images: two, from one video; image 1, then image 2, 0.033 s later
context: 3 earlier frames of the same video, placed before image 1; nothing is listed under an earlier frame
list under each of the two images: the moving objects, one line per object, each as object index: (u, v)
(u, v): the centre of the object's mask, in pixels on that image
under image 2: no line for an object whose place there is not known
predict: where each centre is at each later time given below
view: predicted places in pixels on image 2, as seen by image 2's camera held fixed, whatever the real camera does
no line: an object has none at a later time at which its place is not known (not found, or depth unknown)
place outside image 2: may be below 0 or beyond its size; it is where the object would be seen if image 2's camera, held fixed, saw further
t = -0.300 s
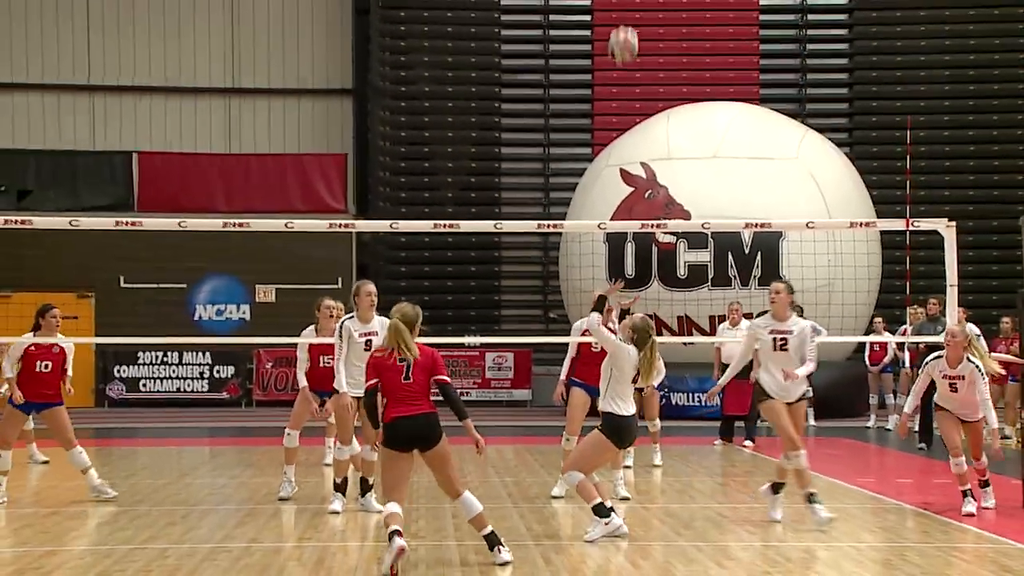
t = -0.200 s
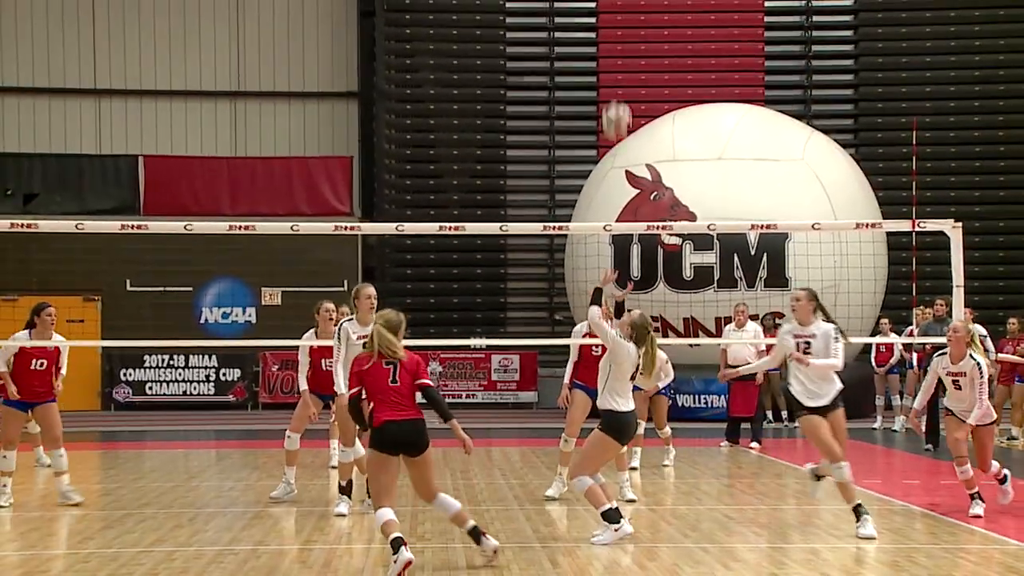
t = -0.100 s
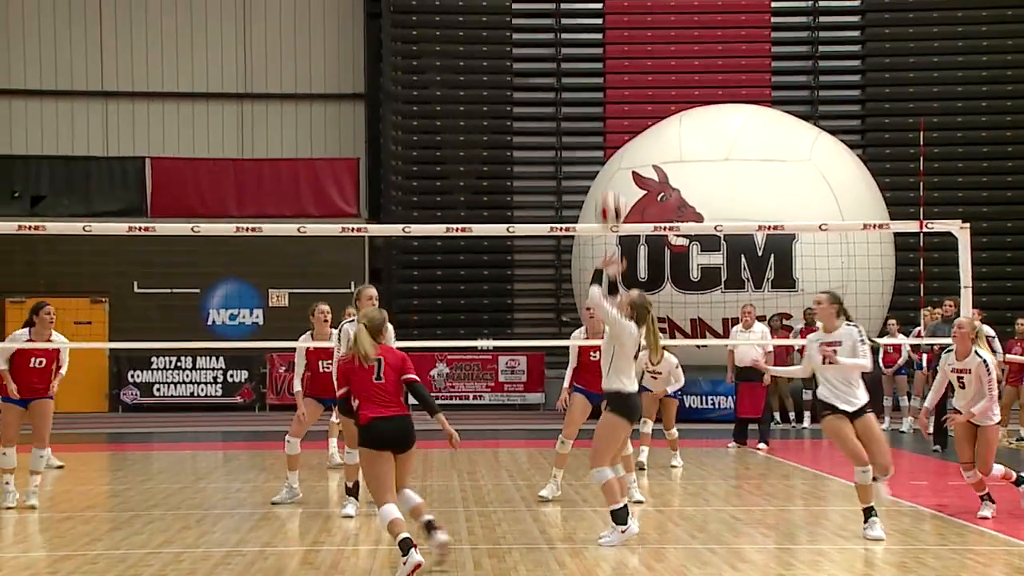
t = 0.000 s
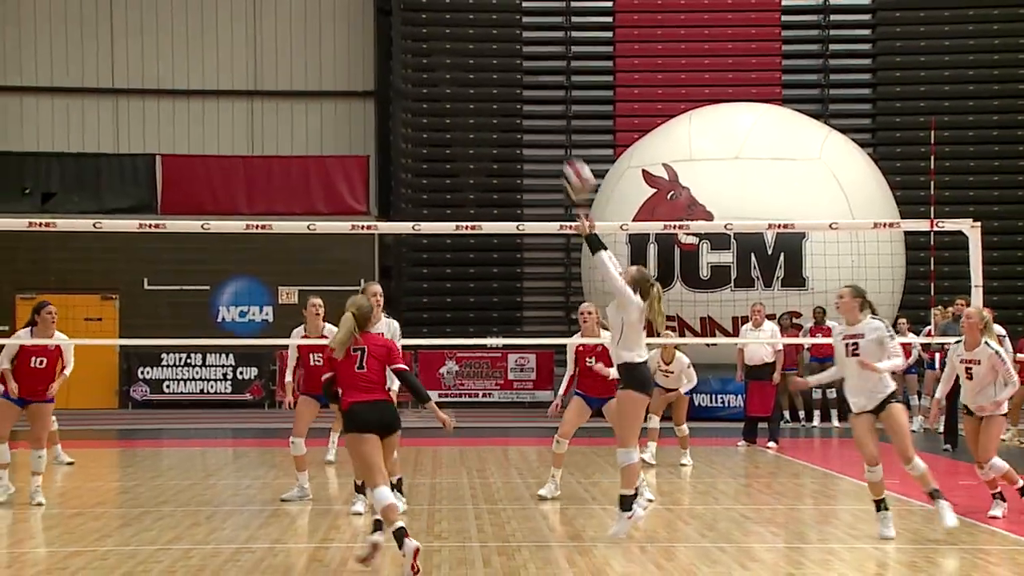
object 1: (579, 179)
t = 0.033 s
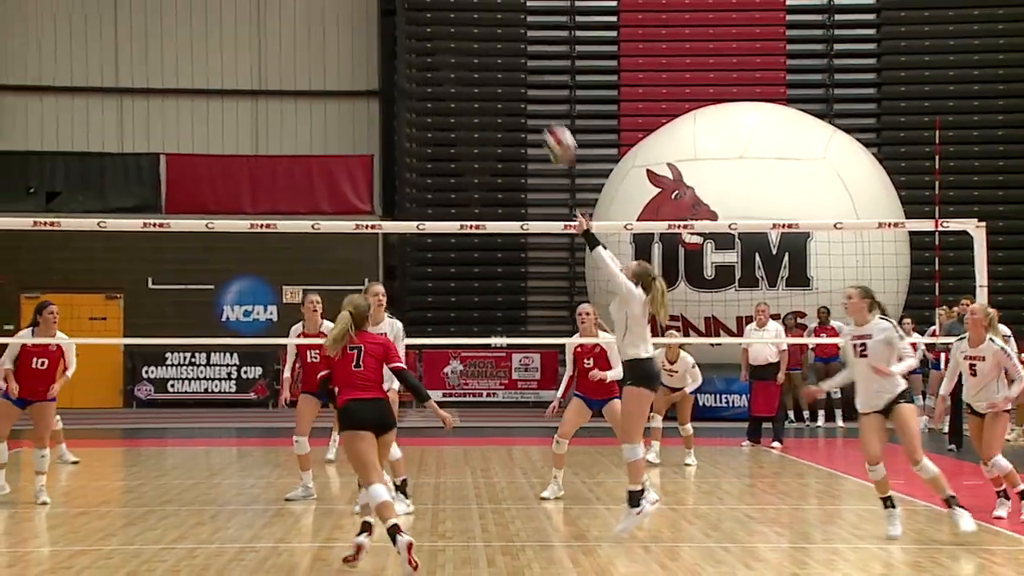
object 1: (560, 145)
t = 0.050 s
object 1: (548, 127)
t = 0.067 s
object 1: (536, 110)
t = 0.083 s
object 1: (522, 94)
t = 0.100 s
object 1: (509, 78)
